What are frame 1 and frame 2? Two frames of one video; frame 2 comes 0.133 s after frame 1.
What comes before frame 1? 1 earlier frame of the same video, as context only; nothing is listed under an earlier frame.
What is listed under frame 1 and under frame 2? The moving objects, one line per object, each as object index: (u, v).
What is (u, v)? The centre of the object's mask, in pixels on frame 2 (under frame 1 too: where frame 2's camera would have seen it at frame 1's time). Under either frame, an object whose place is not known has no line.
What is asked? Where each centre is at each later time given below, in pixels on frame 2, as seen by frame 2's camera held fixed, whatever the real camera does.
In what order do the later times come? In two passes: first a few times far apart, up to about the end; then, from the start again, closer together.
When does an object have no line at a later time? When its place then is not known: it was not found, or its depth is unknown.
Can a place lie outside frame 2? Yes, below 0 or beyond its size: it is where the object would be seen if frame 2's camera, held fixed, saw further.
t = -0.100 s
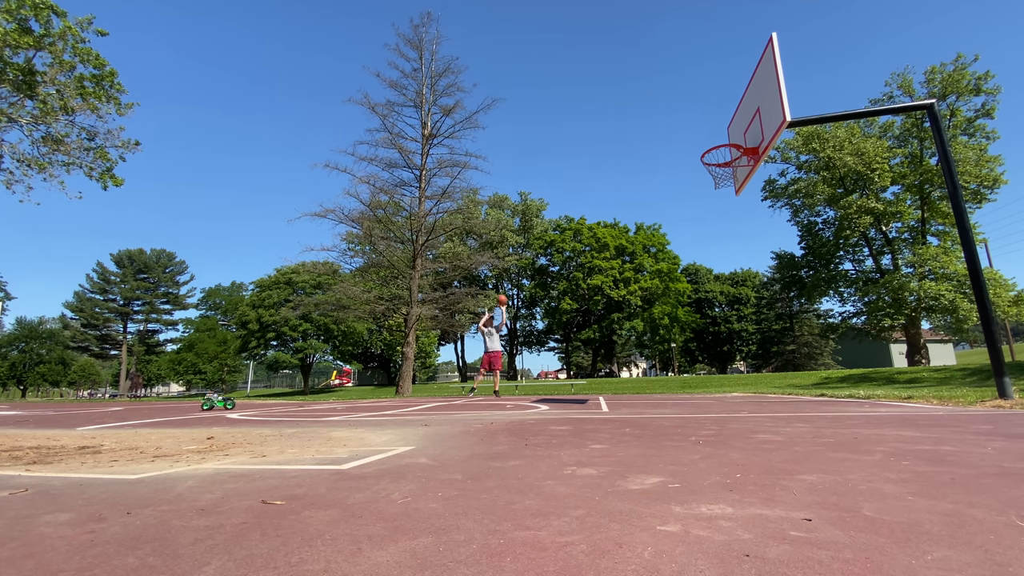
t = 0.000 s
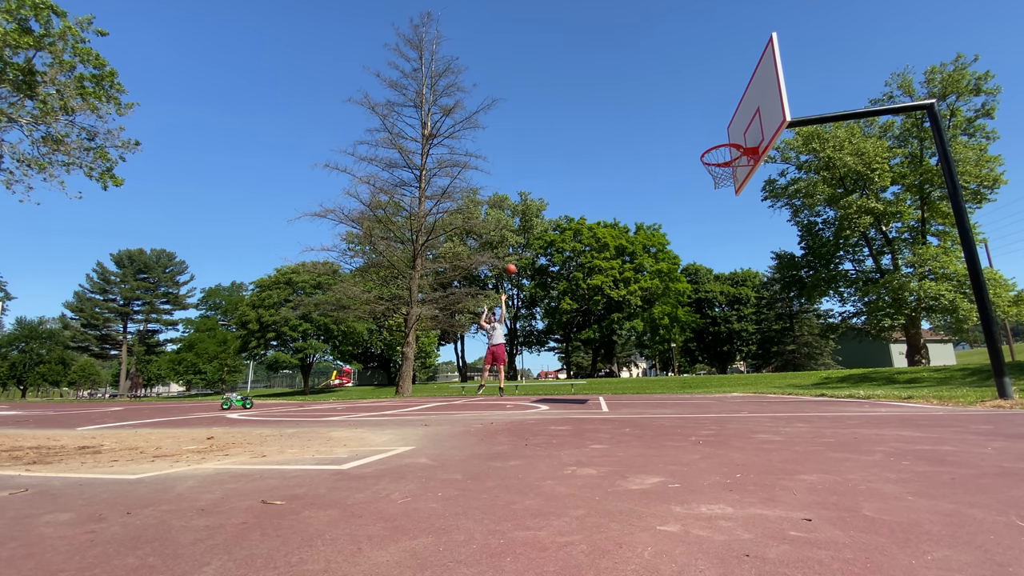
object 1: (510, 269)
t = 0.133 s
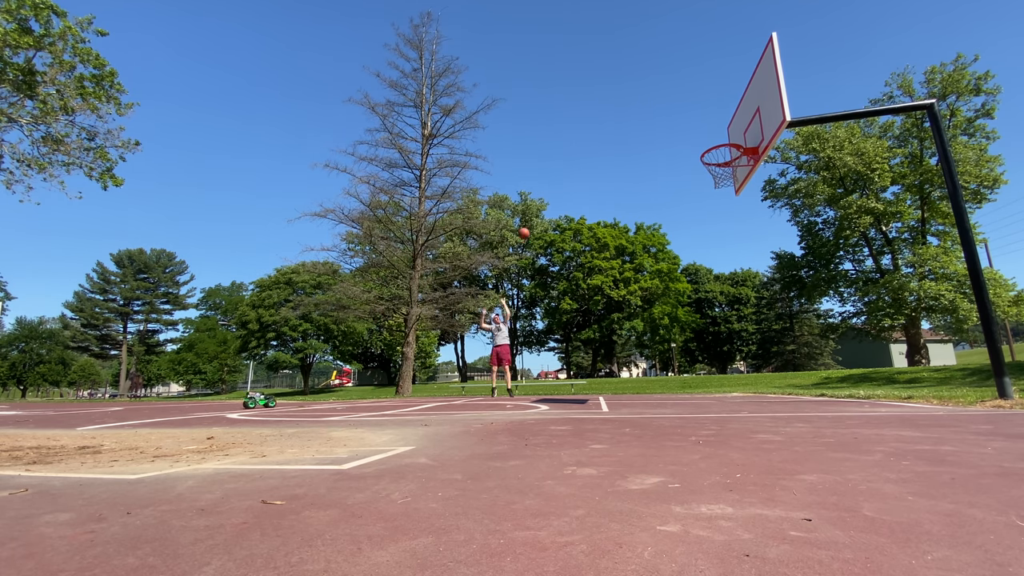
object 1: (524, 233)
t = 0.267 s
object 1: (537, 203)
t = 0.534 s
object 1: (569, 160)
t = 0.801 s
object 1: (609, 145)
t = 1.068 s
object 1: (664, 172)
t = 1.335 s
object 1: (750, 269)
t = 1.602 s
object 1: (840, 328)
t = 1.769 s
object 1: (857, 225)
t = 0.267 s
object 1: (537, 203)
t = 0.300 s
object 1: (541, 196)
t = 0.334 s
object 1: (545, 190)
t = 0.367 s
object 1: (548, 184)
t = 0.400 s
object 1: (552, 178)
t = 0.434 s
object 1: (556, 173)
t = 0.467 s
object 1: (560, 168)
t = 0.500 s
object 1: (564, 163)
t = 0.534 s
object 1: (569, 160)
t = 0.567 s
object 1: (573, 156)
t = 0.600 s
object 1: (578, 153)
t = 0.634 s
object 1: (583, 150)
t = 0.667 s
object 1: (587, 148)
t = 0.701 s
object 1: (593, 147)
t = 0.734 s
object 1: (598, 146)
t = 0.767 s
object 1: (603, 145)
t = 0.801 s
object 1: (609, 145)
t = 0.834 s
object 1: (615, 146)
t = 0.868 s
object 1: (621, 147)
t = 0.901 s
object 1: (628, 150)
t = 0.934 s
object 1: (635, 152)
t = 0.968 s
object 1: (641, 156)
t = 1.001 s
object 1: (649, 160)
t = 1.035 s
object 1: (656, 166)
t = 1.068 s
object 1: (664, 172)
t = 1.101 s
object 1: (673, 179)
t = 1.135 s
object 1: (682, 188)
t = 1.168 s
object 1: (692, 198)
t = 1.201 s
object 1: (702, 209)
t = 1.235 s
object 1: (713, 221)
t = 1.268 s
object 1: (724, 235)
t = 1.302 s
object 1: (736, 251)
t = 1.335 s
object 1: (750, 269)
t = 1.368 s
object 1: (764, 289)
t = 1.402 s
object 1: (779, 311)
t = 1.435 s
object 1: (795, 336)
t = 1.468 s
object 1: (811, 364)
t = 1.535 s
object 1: (834, 377)
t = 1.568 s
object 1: (837, 352)
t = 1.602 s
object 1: (840, 328)
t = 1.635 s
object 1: (842, 305)
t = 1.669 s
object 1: (846, 284)
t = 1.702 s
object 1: (849, 263)
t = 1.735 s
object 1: (853, 244)
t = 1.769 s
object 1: (857, 225)
